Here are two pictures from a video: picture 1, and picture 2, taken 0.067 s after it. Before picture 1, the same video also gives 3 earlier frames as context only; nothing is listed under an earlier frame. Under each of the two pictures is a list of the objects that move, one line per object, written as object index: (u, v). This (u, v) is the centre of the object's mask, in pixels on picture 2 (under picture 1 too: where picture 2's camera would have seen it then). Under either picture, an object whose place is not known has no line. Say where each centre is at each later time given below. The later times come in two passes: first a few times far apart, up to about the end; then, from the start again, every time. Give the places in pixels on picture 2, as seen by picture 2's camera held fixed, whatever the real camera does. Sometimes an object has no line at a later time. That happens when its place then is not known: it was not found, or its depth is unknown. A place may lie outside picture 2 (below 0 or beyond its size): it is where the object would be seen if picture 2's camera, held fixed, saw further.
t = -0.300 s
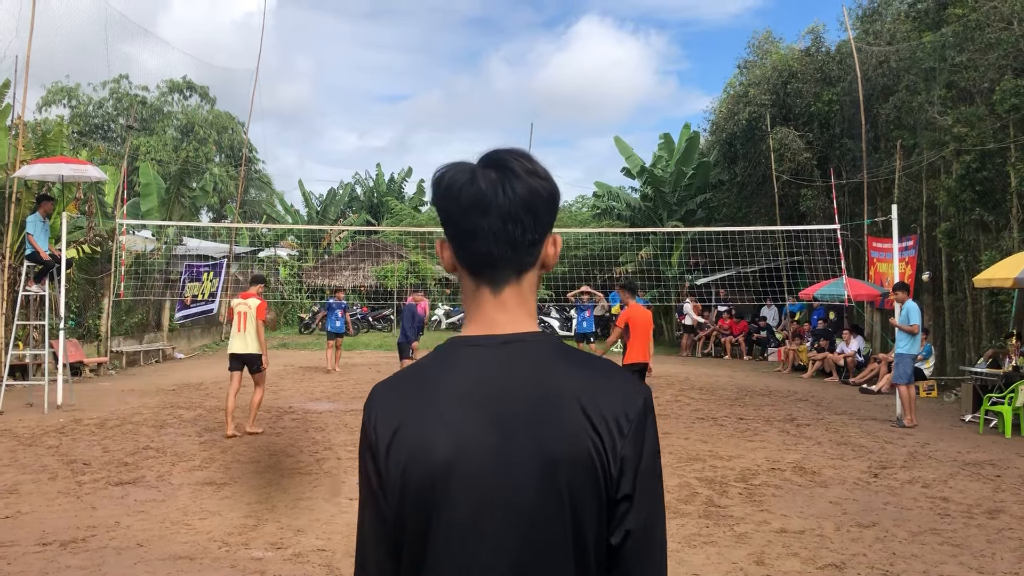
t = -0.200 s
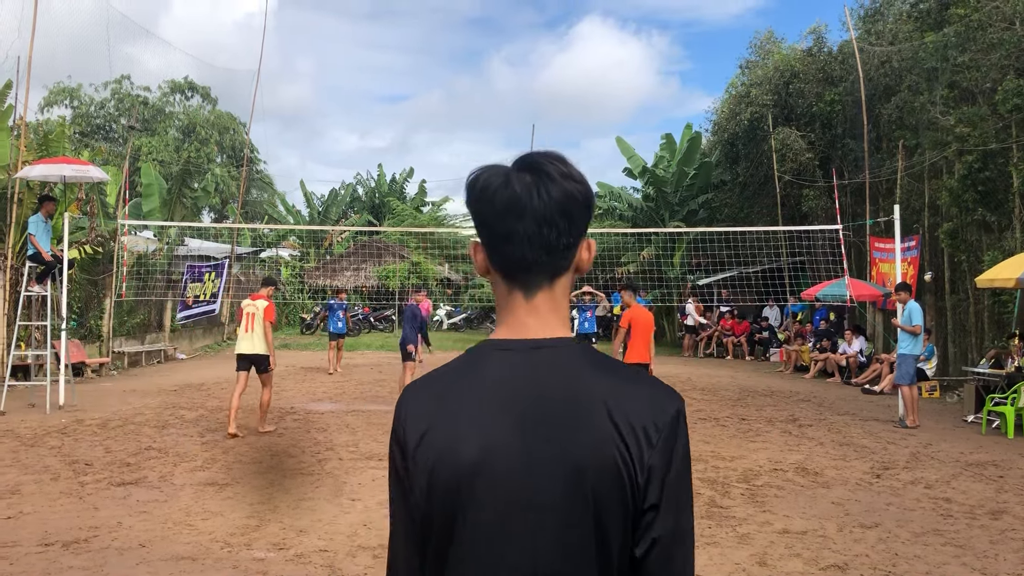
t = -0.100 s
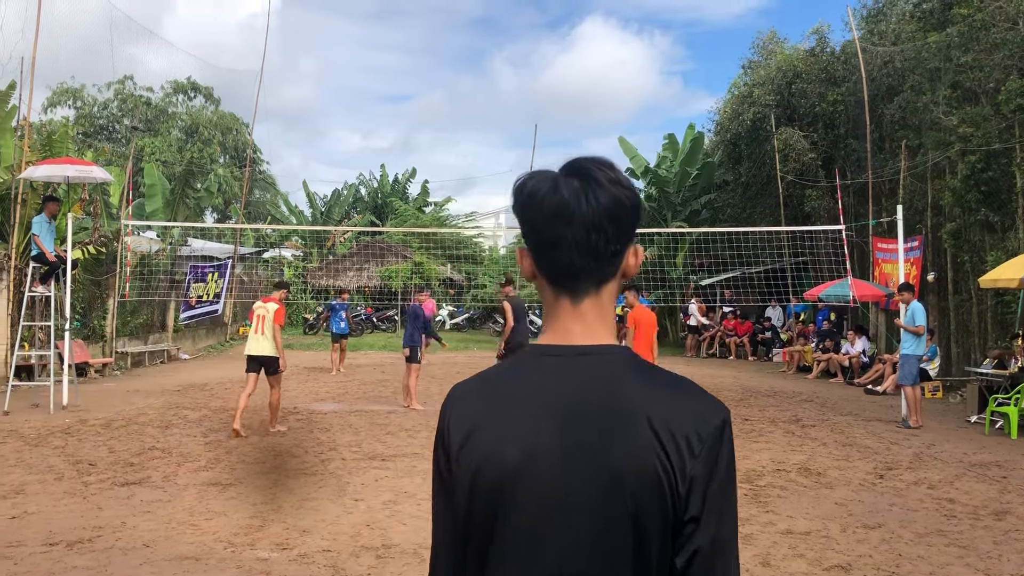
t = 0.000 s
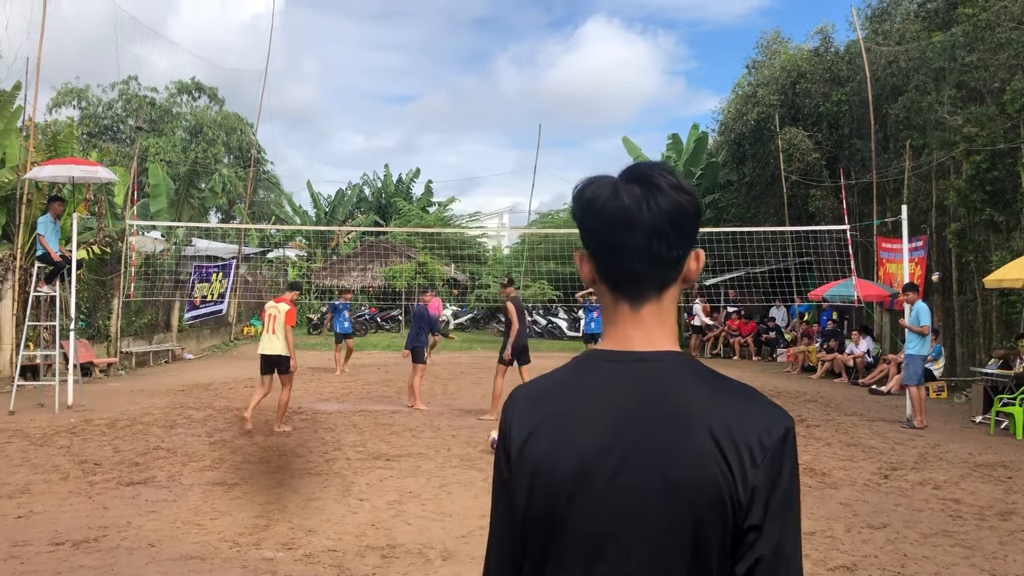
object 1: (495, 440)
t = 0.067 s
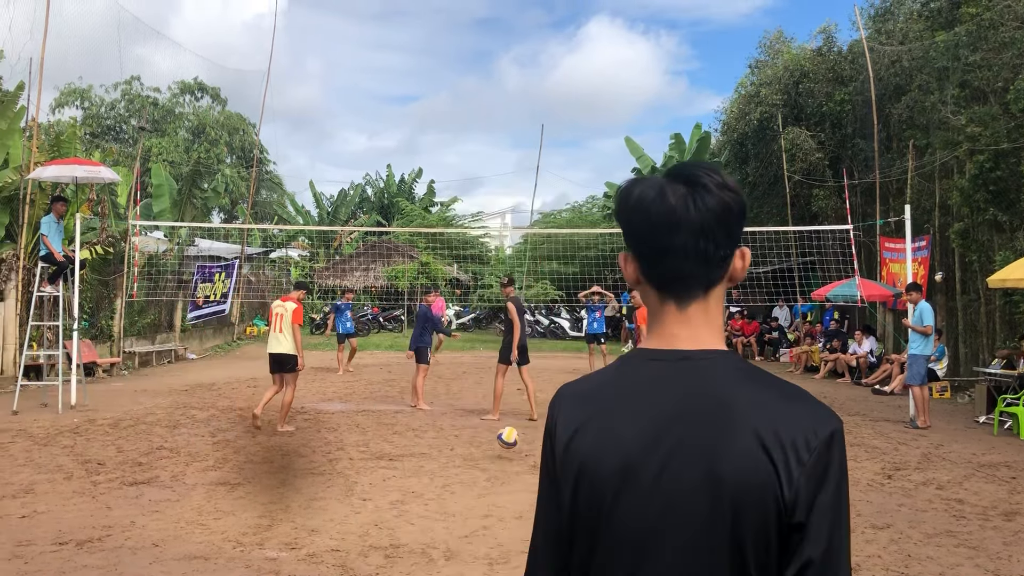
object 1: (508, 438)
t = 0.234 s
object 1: (529, 456)
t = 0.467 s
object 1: (565, 492)
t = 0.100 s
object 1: (512, 438)
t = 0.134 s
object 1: (516, 441)
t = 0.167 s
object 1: (520, 444)
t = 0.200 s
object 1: (525, 449)
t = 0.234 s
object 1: (529, 456)
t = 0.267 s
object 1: (533, 465)
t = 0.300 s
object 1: (538, 472)
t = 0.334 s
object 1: (543, 474)
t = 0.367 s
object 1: (548, 478)
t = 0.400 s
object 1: (552, 481)
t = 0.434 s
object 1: (557, 486)
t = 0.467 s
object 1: (565, 492)
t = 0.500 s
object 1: (571, 497)
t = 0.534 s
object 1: (577, 500)
